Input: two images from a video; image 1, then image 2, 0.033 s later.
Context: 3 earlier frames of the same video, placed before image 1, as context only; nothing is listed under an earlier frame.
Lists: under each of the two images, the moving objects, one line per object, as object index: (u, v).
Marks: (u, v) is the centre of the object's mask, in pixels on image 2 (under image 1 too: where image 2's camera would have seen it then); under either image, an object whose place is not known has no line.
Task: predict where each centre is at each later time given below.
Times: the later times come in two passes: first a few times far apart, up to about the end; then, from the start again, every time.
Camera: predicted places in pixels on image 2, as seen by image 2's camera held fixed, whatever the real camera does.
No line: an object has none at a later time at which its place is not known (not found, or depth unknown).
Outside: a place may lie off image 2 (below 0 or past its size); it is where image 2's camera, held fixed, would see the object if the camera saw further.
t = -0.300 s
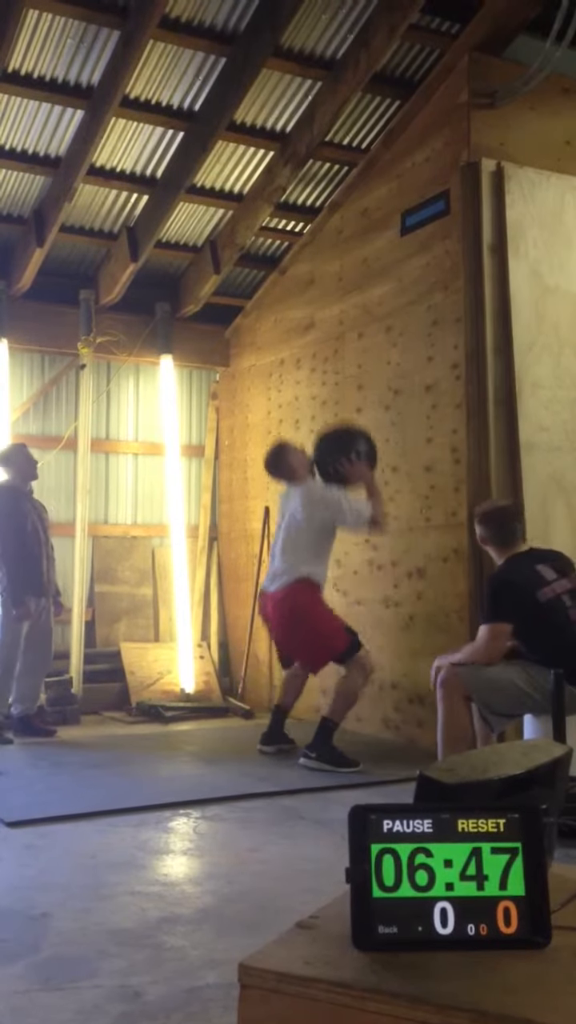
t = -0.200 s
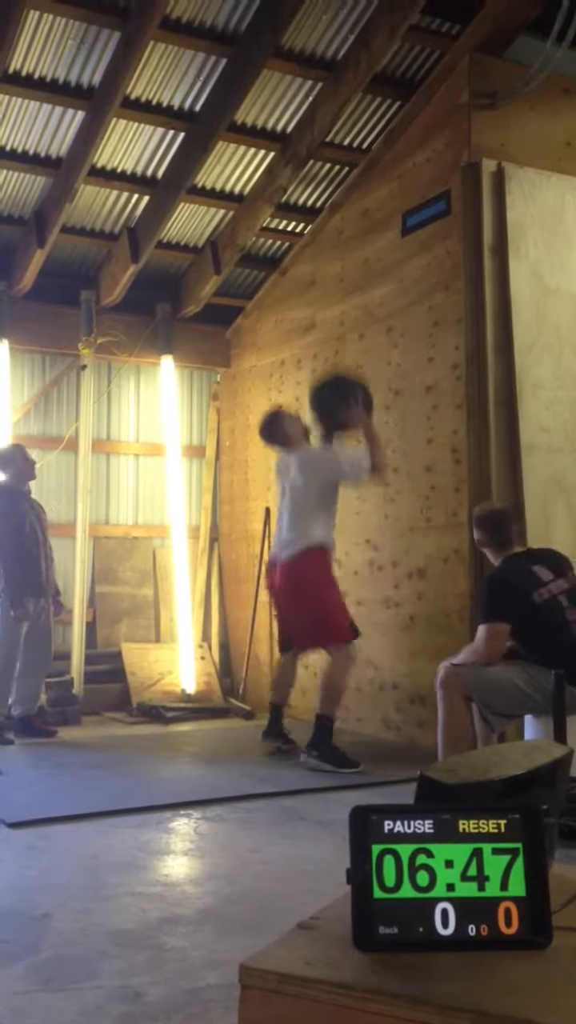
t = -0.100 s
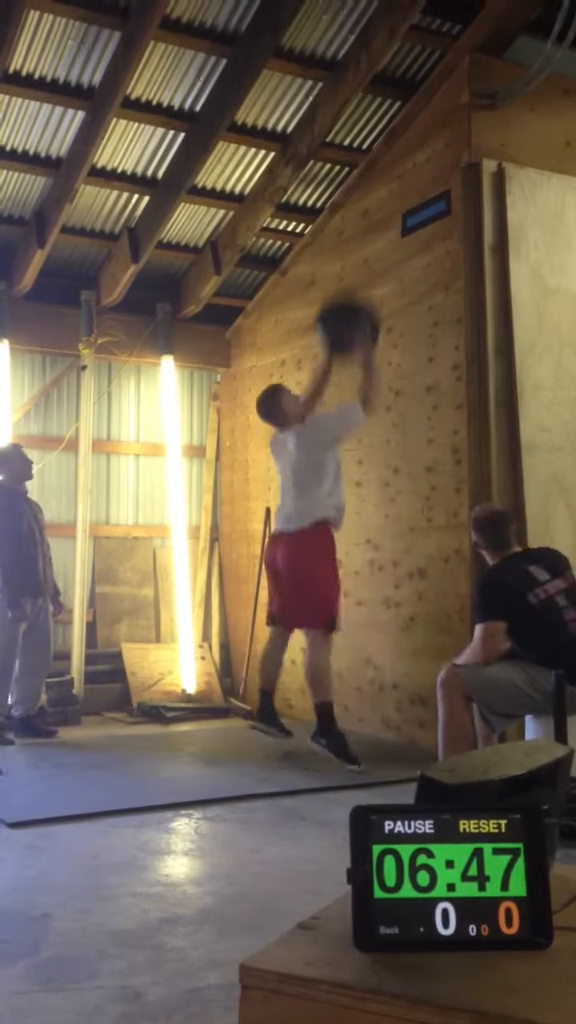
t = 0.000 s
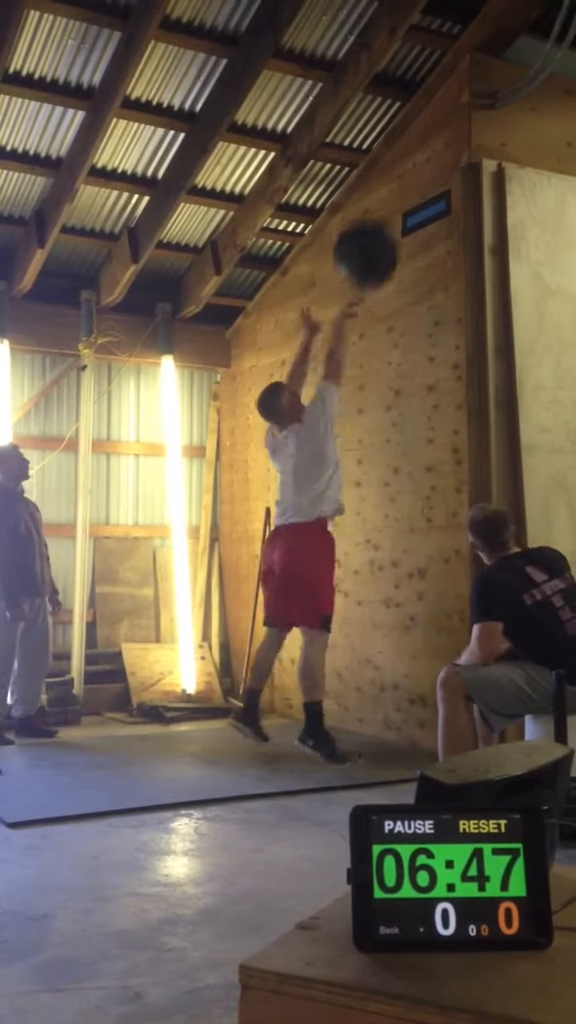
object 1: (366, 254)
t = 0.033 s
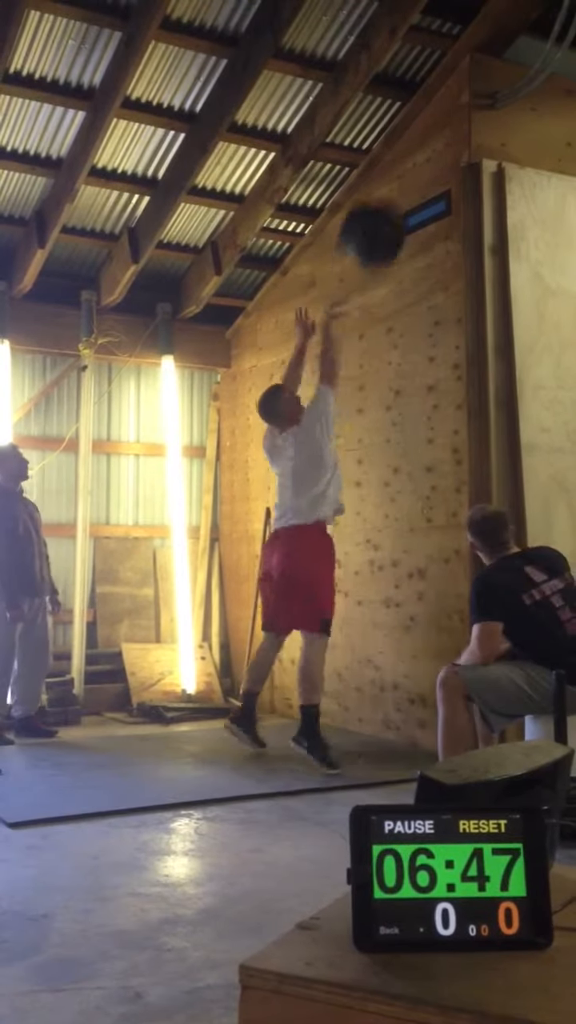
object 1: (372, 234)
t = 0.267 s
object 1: (407, 151)
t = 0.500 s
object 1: (372, 163)
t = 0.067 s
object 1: (379, 217)
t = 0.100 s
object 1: (387, 199)
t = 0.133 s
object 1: (393, 187)
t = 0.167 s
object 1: (399, 175)
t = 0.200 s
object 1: (408, 163)
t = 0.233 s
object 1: (409, 157)
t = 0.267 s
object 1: (407, 151)
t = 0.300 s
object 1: (400, 147)
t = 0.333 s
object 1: (395, 146)
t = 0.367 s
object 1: (391, 145)
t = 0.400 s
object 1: (387, 147)
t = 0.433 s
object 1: (381, 150)
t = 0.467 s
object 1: (376, 156)
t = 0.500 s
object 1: (372, 163)
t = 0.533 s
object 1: (368, 173)
